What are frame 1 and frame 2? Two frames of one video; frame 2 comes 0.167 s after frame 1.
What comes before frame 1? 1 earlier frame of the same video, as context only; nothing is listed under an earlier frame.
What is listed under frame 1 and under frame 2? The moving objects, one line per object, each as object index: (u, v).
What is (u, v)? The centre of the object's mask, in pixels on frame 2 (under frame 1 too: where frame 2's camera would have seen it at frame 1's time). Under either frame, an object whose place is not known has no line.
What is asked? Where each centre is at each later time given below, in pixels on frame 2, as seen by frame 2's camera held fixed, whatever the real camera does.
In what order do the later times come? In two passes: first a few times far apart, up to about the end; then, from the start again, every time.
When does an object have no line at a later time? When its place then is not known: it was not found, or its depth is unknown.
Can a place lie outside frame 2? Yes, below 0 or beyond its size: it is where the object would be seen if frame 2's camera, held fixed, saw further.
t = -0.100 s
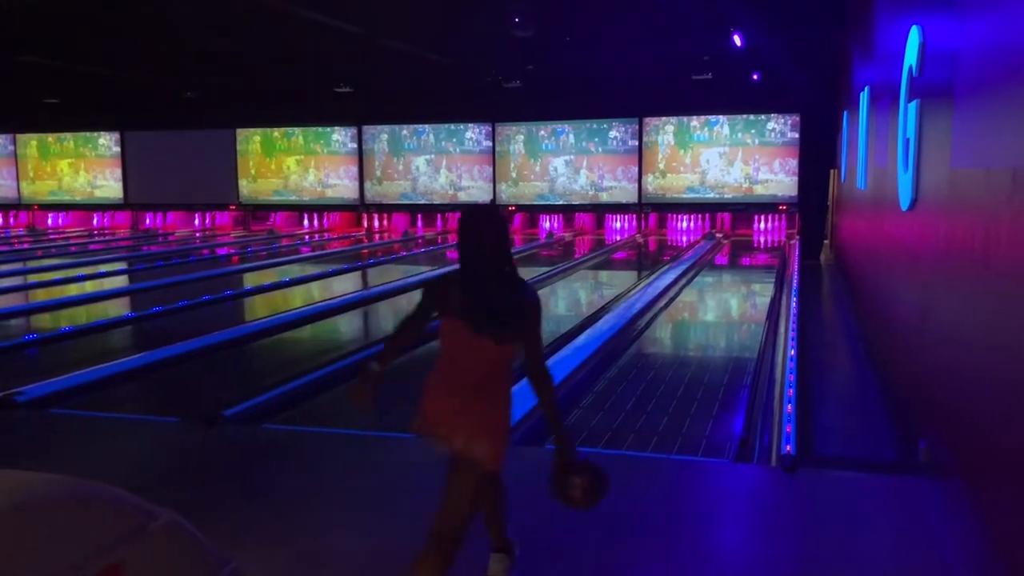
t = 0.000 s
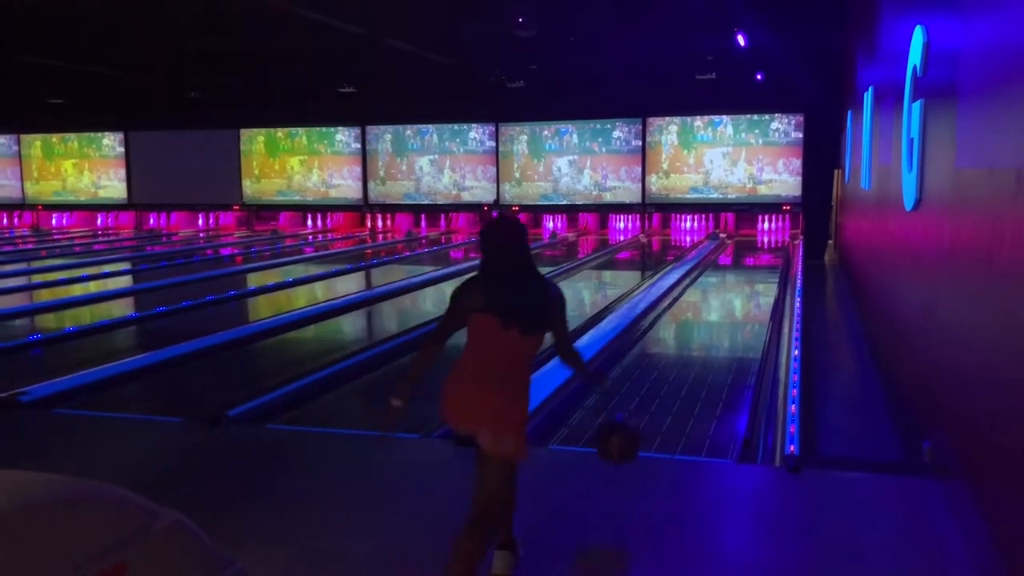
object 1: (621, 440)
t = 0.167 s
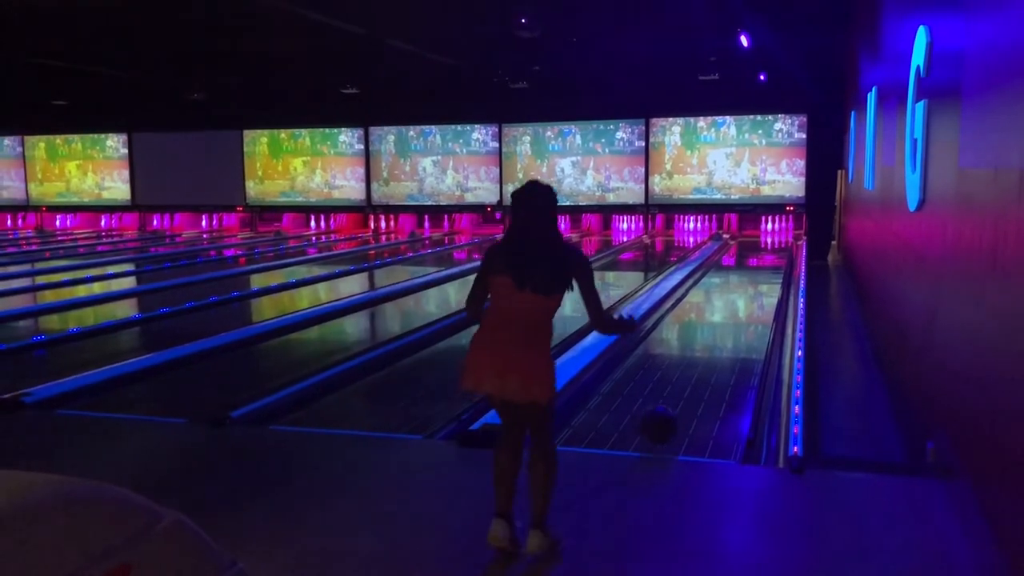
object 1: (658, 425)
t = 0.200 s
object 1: (664, 422)
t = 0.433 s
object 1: (694, 368)
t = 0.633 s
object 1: (712, 337)
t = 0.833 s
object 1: (725, 314)
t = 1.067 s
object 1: (737, 294)
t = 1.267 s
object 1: (744, 281)
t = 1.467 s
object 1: (751, 271)
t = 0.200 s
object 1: (664, 422)
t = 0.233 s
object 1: (669, 412)
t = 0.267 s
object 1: (674, 402)
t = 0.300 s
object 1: (679, 397)
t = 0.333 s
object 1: (683, 389)
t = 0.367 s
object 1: (687, 382)
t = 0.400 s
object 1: (691, 375)
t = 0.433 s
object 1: (694, 368)
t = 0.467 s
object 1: (698, 362)
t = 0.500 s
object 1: (701, 356)
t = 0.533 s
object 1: (704, 350)
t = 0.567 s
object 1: (707, 345)
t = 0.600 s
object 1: (709, 341)
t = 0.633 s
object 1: (712, 337)
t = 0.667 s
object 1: (714, 332)
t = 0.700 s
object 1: (717, 328)
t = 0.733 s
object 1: (719, 324)
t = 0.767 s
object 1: (721, 321)
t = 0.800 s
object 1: (723, 317)
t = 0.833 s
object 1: (725, 314)
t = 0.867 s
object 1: (727, 310)
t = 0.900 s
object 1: (729, 307)
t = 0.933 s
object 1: (731, 304)
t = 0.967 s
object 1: (732, 302)
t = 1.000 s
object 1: (734, 299)
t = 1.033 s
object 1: (735, 297)
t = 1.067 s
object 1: (737, 294)
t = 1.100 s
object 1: (738, 292)
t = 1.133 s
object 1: (739, 289)
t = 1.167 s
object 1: (741, 287)
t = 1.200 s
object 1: (742, 285)
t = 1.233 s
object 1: (743, 283)
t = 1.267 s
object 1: (744, 281)
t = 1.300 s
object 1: (745, 280)
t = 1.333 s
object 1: (747, 277)
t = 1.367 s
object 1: (748, 276)
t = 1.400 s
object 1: (749, 275)
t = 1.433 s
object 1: (750, 273)
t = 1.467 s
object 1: (751, 271)
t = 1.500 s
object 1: (752, 270)
